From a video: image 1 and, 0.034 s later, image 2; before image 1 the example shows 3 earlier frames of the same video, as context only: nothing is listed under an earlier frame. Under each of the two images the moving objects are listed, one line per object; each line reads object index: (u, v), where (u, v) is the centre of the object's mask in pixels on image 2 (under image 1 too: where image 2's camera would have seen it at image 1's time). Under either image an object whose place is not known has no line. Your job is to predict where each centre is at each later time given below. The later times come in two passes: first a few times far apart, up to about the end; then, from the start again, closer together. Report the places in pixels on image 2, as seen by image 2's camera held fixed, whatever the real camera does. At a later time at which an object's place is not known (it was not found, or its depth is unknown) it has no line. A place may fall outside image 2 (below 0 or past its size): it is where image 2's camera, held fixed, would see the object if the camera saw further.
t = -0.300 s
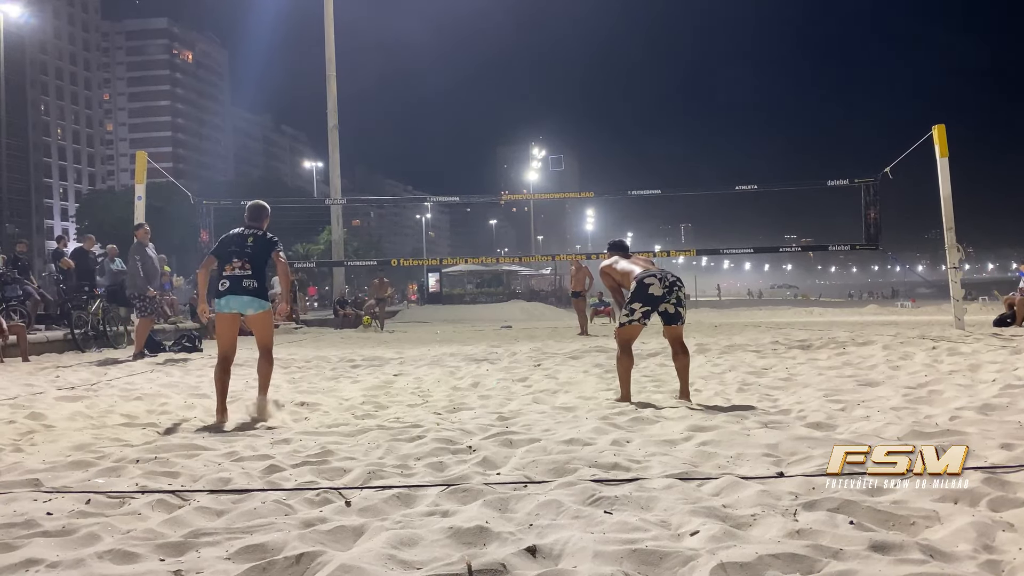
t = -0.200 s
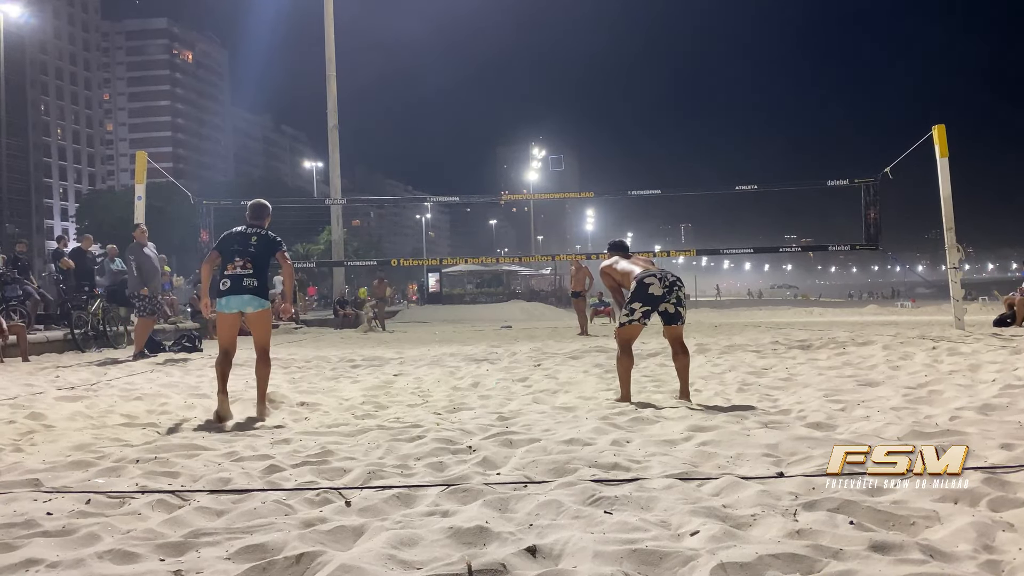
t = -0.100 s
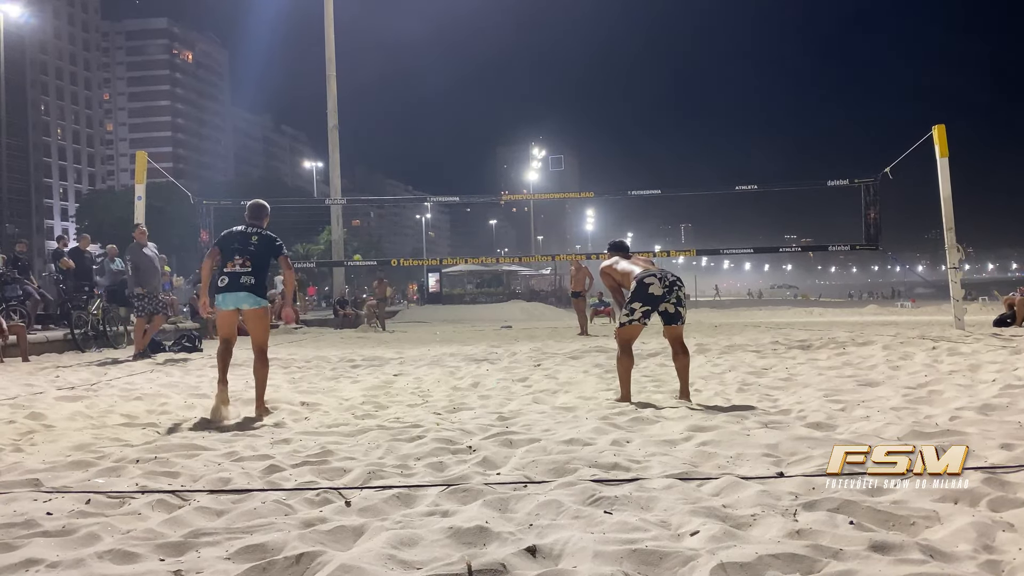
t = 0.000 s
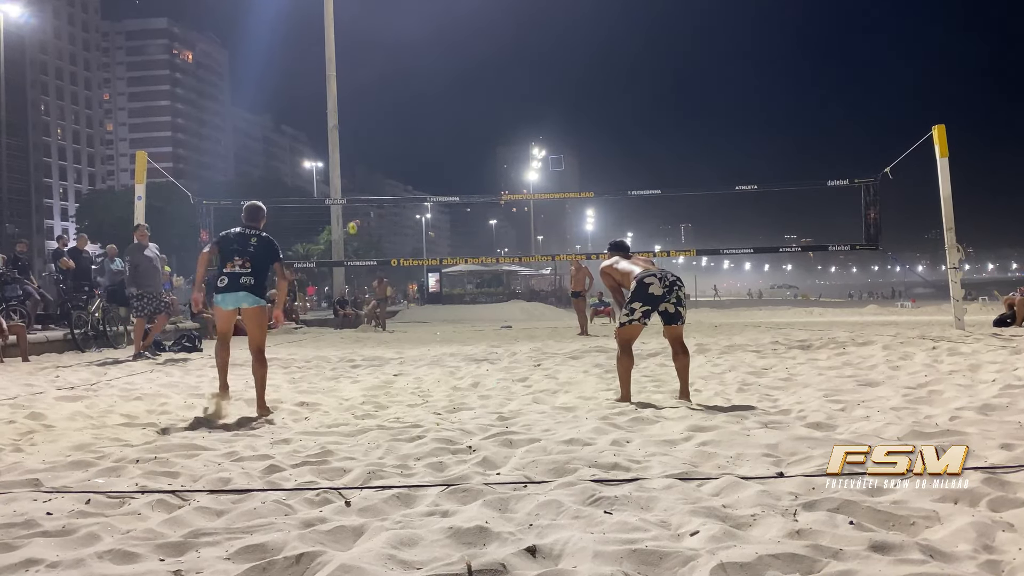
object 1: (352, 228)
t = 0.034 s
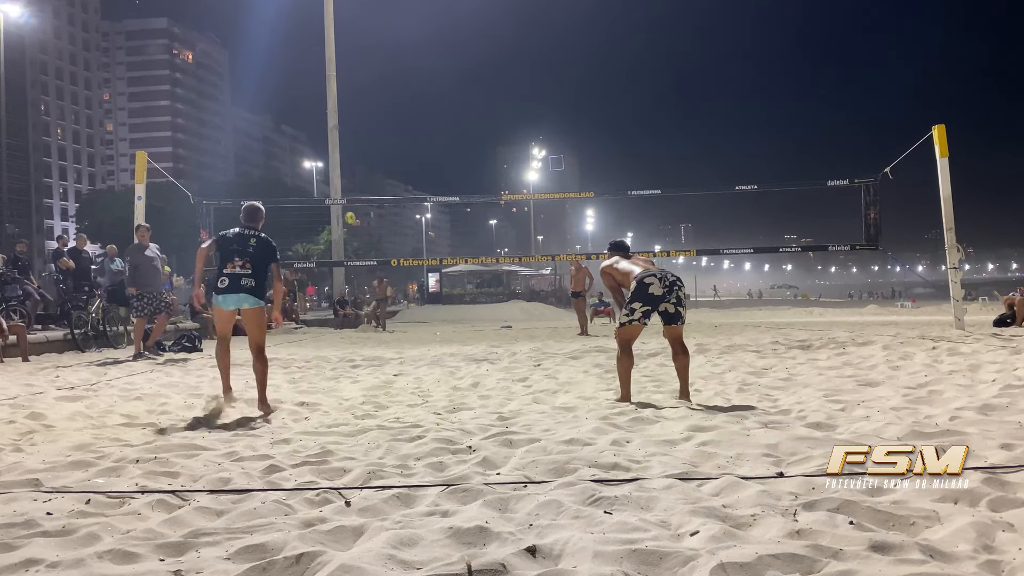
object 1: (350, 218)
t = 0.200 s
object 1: (341, 170)
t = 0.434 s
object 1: (325, 116)
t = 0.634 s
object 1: (307, 84)
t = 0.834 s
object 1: (281, 76)
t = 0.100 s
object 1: (346, 195)
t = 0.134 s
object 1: (345, 189)
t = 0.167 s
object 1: (343, 180)
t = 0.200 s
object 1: (341, 170)
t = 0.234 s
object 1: (339, 161)
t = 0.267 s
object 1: (337, 153)
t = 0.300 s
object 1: (335, 145)
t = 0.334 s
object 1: (332, 137)
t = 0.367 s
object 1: (330, 129)
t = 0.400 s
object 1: (327, 122)
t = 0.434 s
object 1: (325, 116)
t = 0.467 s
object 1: (322, 109)
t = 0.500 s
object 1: (320, 104)
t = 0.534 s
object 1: (317, 98)
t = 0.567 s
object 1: (314, 93)
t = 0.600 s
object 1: (310, 88)
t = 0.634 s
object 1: (307, 84)
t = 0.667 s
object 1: (303, 81)
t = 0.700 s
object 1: (299, 78)
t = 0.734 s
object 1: (295, 76)
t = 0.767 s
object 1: (291, 75)
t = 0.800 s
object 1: (286, 75)
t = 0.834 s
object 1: (281, 76)
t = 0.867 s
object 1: (277, 78)
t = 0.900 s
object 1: (272, 81)
